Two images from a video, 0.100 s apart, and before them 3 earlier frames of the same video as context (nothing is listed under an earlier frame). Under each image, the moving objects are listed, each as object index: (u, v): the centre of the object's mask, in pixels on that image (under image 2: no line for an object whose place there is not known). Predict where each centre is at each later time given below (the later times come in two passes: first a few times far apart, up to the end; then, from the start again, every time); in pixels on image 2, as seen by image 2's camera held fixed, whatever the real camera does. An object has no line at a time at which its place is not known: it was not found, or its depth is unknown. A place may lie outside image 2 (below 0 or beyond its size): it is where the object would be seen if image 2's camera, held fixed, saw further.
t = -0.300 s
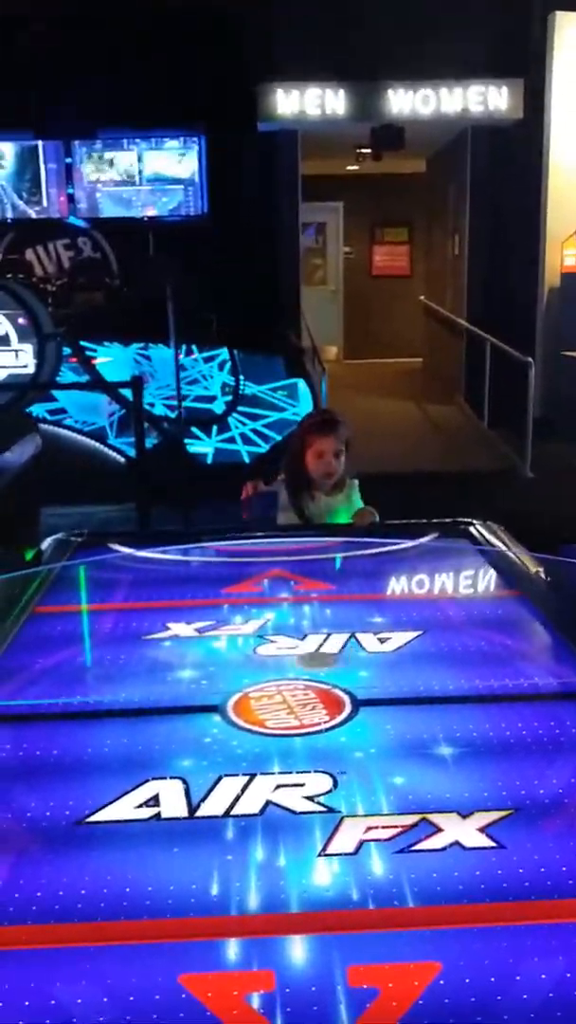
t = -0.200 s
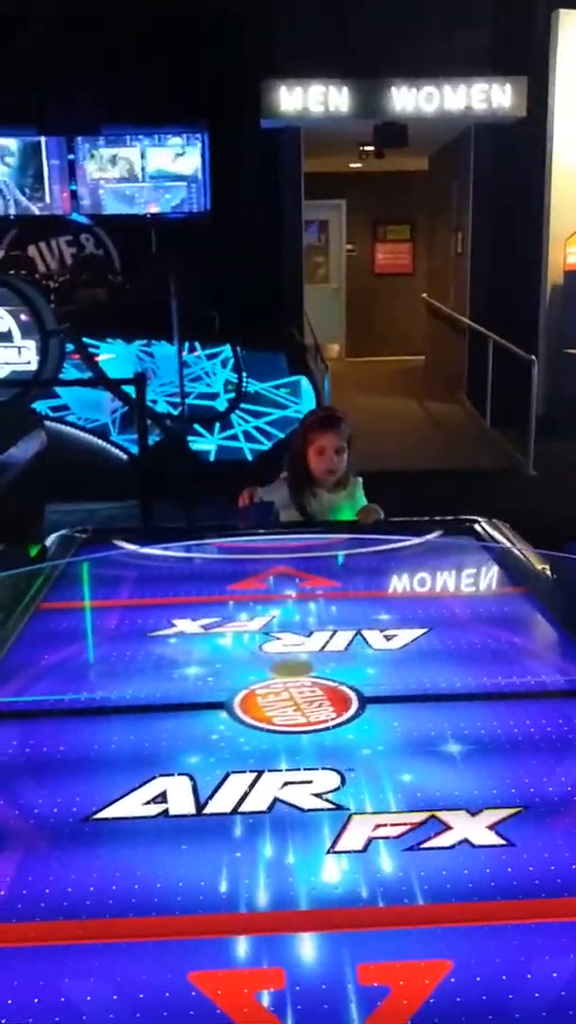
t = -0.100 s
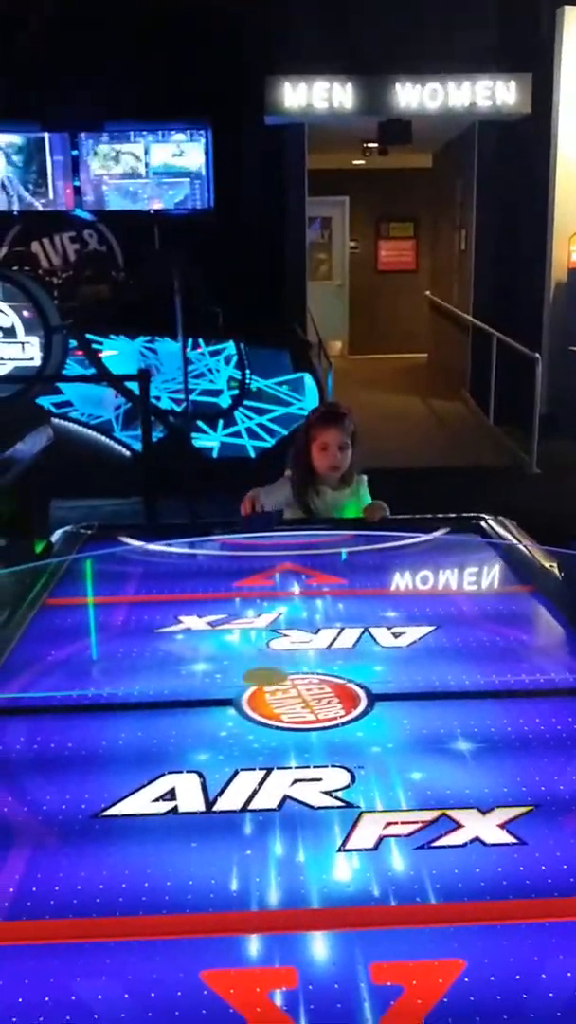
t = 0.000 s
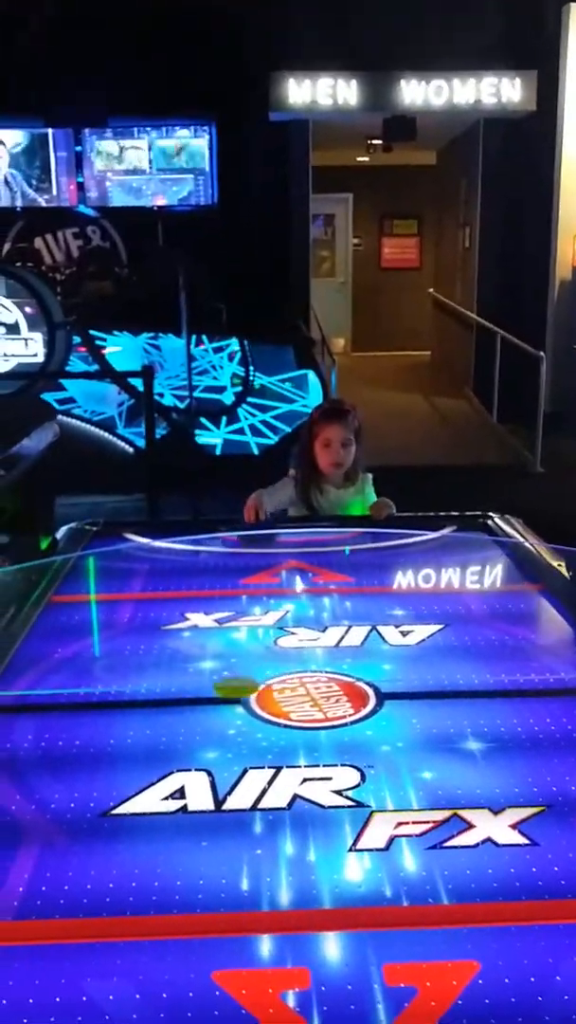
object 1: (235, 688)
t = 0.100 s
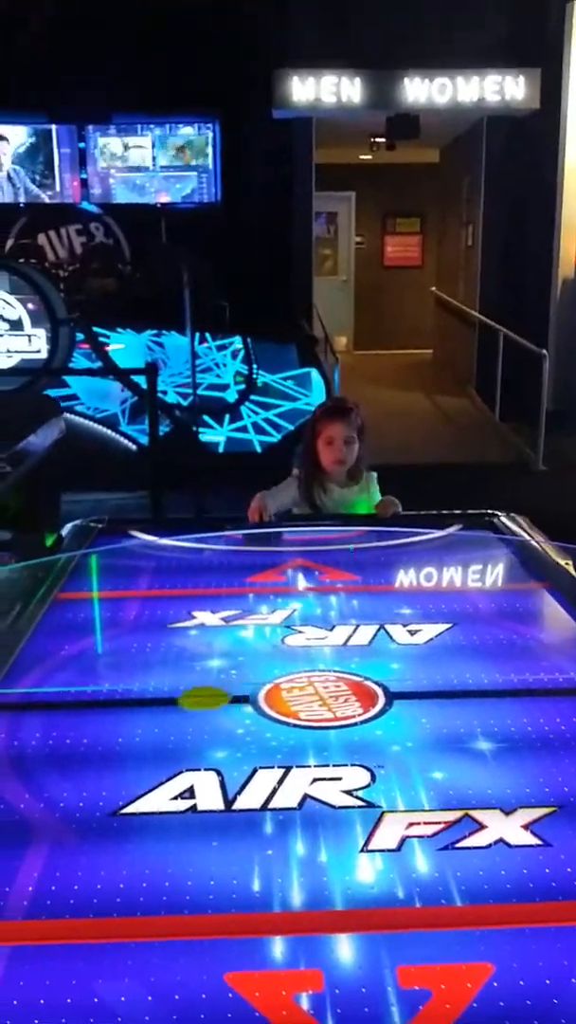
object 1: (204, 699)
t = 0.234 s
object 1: (146, 716)
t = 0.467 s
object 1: (31, 751)
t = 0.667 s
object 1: (-25, 780)
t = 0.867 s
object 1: (39, 797)
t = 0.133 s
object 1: (190, 703)
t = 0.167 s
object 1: (175, 707)
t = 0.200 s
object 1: (160, 711)
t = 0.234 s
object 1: (146, 716)
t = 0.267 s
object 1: (131, 720)
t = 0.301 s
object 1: (115, 725)
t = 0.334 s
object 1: (98, 730)
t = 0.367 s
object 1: (83, 735)
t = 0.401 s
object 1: (66, 741)
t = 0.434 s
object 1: (49, 746)
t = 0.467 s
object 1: (31, 751)
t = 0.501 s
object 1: (13, 757)
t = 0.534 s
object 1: (-5, 763)
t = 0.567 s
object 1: (-17, 768)
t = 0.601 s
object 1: (-29, 772)
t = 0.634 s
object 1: (-30, 776)
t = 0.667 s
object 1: (-25, 780)
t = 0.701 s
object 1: (-18, 783)
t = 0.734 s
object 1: (-7, 786)
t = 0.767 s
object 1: (4, 788)
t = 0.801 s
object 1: (16, 792)
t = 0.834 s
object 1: (27, 795)
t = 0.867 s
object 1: (39, 797)
